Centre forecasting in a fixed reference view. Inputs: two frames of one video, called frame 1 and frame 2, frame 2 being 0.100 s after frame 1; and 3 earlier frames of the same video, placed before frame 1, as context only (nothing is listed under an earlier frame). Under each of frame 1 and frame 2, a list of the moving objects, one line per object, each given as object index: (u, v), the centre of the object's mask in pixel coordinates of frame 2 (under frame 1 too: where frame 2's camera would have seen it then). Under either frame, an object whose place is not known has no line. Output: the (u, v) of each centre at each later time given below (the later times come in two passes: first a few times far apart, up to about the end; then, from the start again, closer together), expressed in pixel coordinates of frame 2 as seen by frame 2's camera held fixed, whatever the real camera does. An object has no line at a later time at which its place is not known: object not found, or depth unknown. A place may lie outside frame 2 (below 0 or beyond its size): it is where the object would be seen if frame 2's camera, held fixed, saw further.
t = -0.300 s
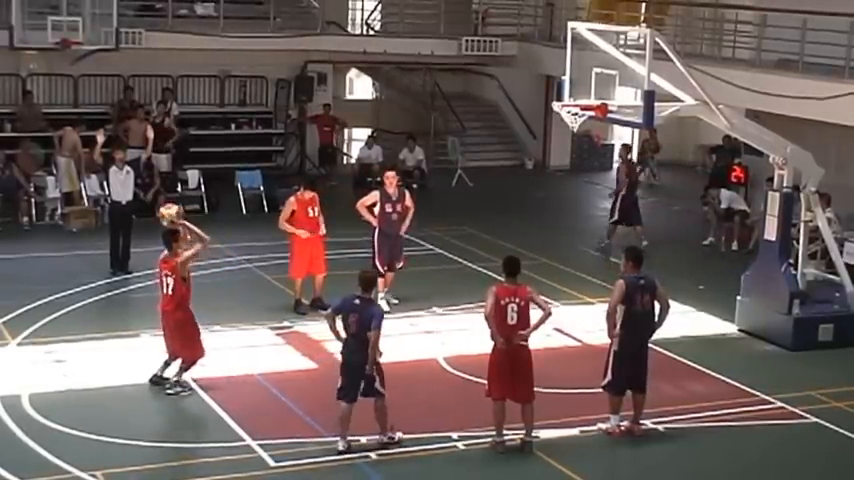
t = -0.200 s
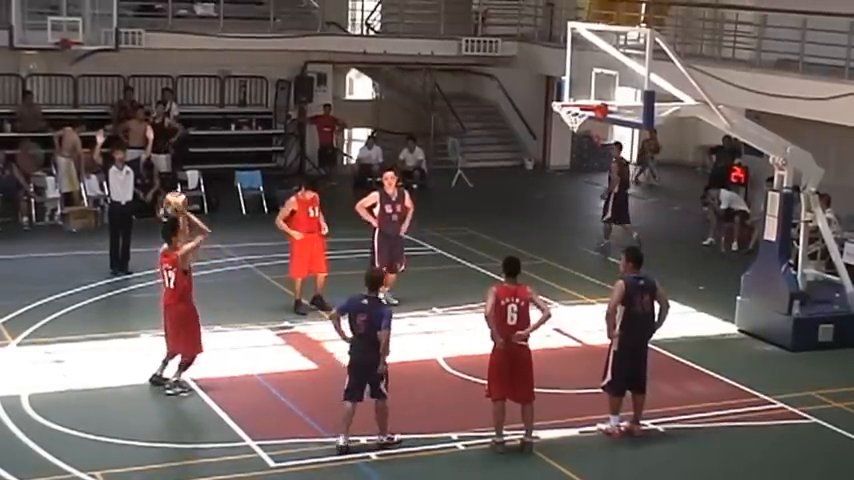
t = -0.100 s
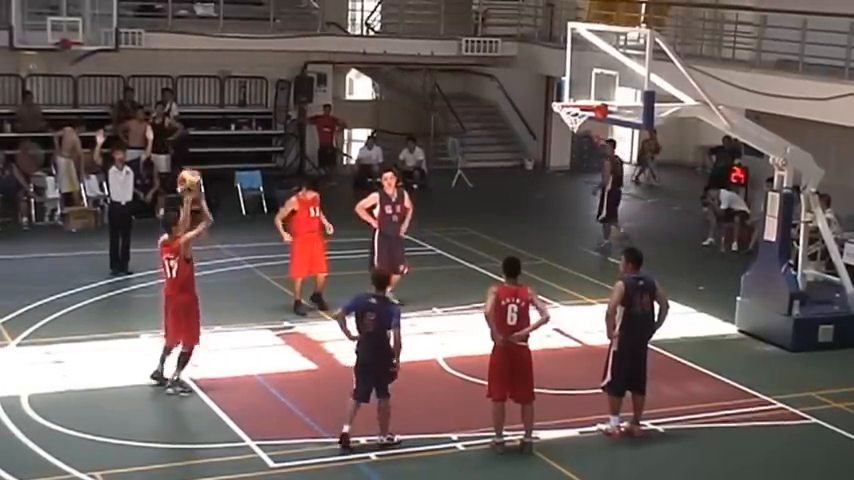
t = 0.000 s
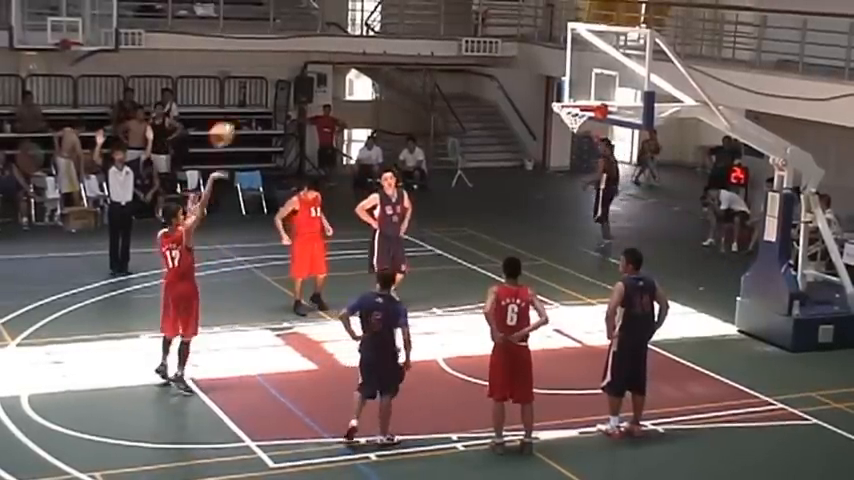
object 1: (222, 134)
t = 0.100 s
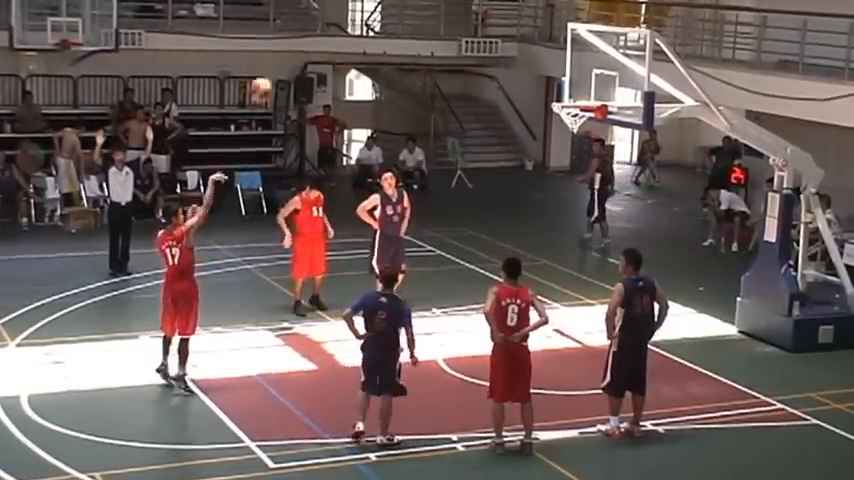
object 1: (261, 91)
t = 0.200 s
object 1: (299, 55)
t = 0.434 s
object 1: (387, 11)
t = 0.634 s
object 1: (452, 15)
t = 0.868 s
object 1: (524, 62)
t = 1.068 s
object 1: (547, 76)
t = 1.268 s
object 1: (534, 53)
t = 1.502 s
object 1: (516, 70)
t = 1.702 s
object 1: (499, 121)
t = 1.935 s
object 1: (477, 219)
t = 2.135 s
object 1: (455, 340)
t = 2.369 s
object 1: (463, 243)
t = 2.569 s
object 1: (466, 183)
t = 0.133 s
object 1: (274, 77)
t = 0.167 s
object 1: (287, 66)
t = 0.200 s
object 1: (299, 55)
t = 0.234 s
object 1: (311, 46)
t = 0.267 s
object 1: (324, 36)
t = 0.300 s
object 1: (337, 29)
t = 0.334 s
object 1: (346, 25)
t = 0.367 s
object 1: (359, 21)
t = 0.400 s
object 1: (373, 15)
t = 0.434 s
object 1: (387, 11)
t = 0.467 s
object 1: (397, 9)
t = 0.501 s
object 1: (407, 10)
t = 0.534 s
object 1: (418, 9)
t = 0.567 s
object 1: (430, 10)
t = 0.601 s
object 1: (441, 11)
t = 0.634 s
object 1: (452, 15)
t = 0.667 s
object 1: (462, 19)
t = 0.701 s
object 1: (473, 24)
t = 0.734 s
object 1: (483, 29)
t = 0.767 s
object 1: (494, 35)
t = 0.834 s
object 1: (514, 53)
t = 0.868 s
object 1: (524, 62)
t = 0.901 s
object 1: (534, 73)
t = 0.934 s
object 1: (543, 83)
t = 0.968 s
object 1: (551, 95)
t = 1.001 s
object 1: (551, 91)
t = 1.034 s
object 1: (549, 83)
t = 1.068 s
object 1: (547, 76)
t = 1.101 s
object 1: (545, 70)
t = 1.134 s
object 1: (543, 64)
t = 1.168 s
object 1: (541, 60)
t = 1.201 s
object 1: (538, 57)
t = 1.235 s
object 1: (536, 55)
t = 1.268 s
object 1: (534, 53)
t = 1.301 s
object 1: (532, 53)
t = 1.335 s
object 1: (529, 54)
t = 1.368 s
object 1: (527, 55)
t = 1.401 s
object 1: (524, 57)
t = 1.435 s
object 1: (522, 61)
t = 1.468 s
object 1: (519, 65)
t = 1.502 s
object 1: (516, 70)
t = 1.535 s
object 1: (513, 77)
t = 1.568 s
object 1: (510, 83)
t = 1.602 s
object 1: (507, 91)
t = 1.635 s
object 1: (504, 100)
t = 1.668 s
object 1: (502, 110)
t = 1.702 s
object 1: (499, 121)
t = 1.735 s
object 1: (496, 133)
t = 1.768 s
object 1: (493, 145)
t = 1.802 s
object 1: (490, 158)
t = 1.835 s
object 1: (487, 173)
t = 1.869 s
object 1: (484, 187)
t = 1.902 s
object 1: (480, 202)
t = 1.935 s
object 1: (477, 219)
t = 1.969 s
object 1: (474, 236)
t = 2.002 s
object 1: (471, 254)
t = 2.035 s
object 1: (468, 273)
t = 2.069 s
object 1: (465, 291)
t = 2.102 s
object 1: (462, 309)
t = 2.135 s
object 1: (455, 340)
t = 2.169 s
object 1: (456, 341)
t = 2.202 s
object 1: (458, 316)
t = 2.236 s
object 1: (459, 299)
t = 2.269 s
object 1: (460, 286)
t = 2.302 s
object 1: (461, 271)
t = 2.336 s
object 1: (462, 256)
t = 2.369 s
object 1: (463, 243)
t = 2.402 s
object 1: (463, 230)
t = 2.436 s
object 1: (464, 220)
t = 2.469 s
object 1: (464, 209)
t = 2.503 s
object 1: (465, 199)
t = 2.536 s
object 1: (465, 190)
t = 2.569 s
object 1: (466, 183)
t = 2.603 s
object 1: (466, 176)
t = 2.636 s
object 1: (466, 170)
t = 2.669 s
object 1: (467, 165)
